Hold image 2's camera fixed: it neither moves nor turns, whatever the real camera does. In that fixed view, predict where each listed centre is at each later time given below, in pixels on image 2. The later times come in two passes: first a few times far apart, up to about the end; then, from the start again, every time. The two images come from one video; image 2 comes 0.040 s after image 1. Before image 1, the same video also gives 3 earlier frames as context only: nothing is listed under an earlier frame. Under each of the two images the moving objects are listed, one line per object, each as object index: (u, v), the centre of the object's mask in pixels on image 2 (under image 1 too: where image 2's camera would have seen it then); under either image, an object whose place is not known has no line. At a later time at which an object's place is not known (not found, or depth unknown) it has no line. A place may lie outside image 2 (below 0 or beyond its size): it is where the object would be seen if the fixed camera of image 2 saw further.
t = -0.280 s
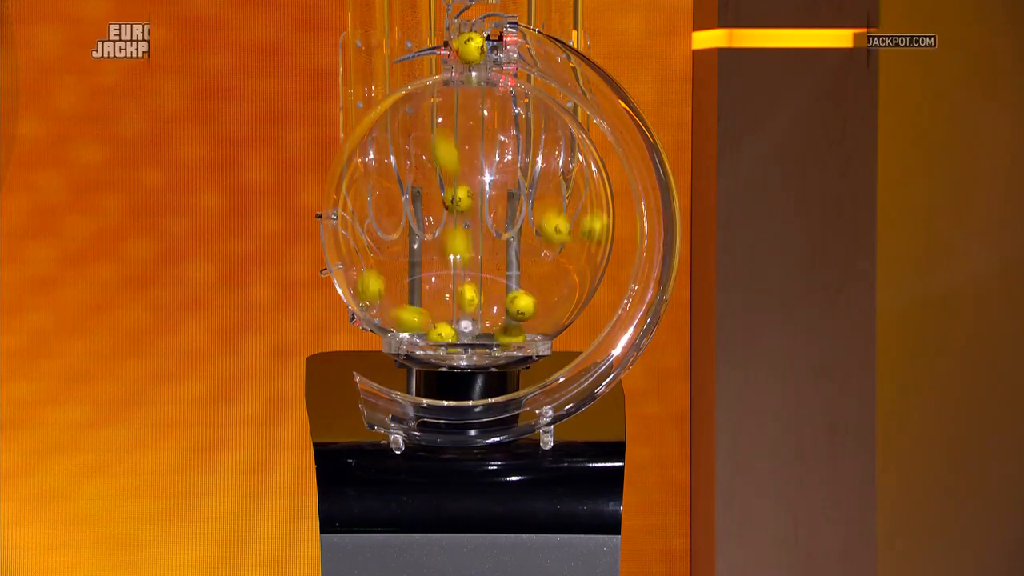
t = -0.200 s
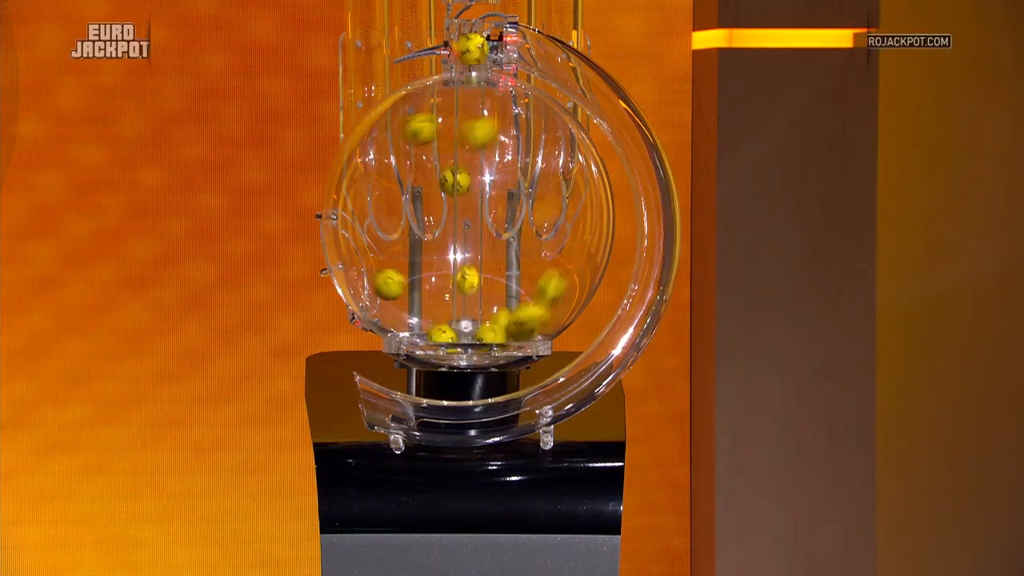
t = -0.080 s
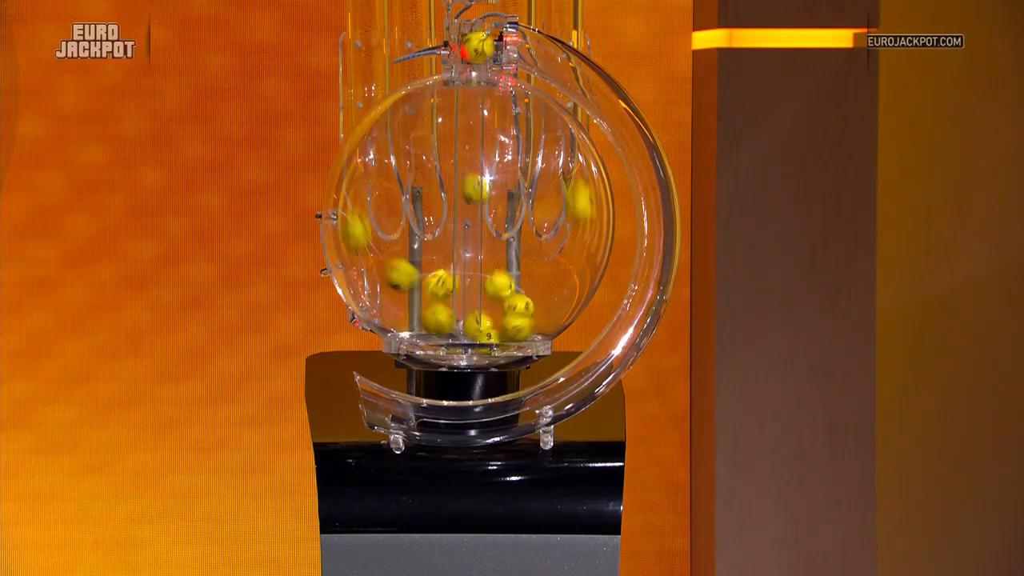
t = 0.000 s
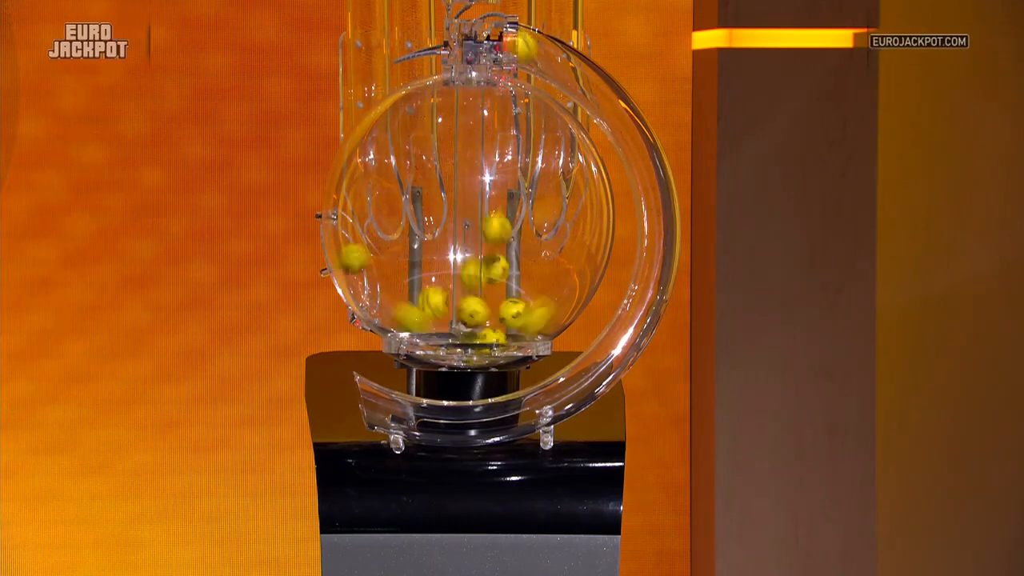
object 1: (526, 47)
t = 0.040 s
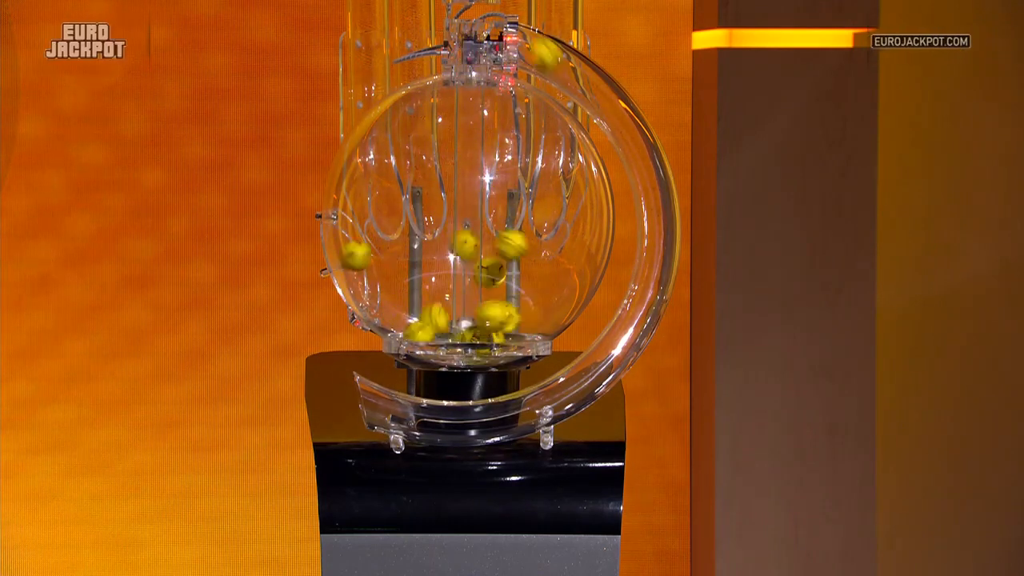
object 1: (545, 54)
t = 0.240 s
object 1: (661, 247)
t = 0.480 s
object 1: (435, 422)
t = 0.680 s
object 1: (416, 420)
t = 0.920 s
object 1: (412, 418)
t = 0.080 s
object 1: (574, 69)
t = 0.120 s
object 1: (603, 98)
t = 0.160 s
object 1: (631, 134)
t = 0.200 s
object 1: (656, 184)
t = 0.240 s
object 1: (661, 247)
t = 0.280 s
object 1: (643, 314)
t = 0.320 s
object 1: (586, 381)
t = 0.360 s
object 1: (506, 418)
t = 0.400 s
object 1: (424, 419)
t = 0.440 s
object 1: (426, 421)
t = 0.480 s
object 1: (435, 422)
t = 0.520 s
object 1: (436, 422)
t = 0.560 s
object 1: (427, 421)
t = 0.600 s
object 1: (415, 419)
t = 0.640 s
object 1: (416, 420)
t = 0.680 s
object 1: (416, 420)
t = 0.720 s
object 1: (415, 419)
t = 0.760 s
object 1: (413, 418)
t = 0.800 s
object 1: (412, 417)
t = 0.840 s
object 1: (412, 418)
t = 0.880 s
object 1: (412, 418)
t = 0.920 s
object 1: (412, 418)
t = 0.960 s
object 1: (413, 419)
